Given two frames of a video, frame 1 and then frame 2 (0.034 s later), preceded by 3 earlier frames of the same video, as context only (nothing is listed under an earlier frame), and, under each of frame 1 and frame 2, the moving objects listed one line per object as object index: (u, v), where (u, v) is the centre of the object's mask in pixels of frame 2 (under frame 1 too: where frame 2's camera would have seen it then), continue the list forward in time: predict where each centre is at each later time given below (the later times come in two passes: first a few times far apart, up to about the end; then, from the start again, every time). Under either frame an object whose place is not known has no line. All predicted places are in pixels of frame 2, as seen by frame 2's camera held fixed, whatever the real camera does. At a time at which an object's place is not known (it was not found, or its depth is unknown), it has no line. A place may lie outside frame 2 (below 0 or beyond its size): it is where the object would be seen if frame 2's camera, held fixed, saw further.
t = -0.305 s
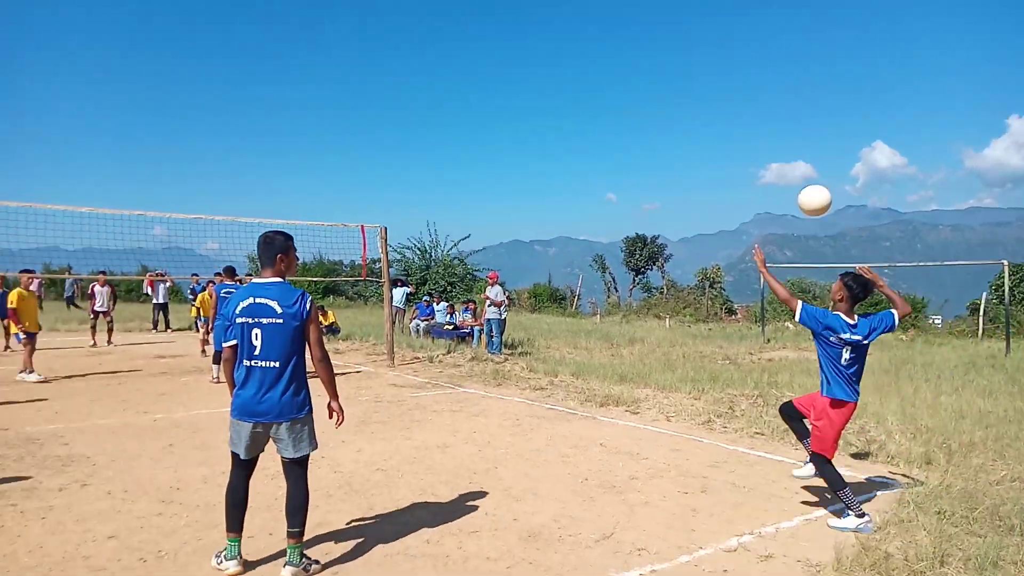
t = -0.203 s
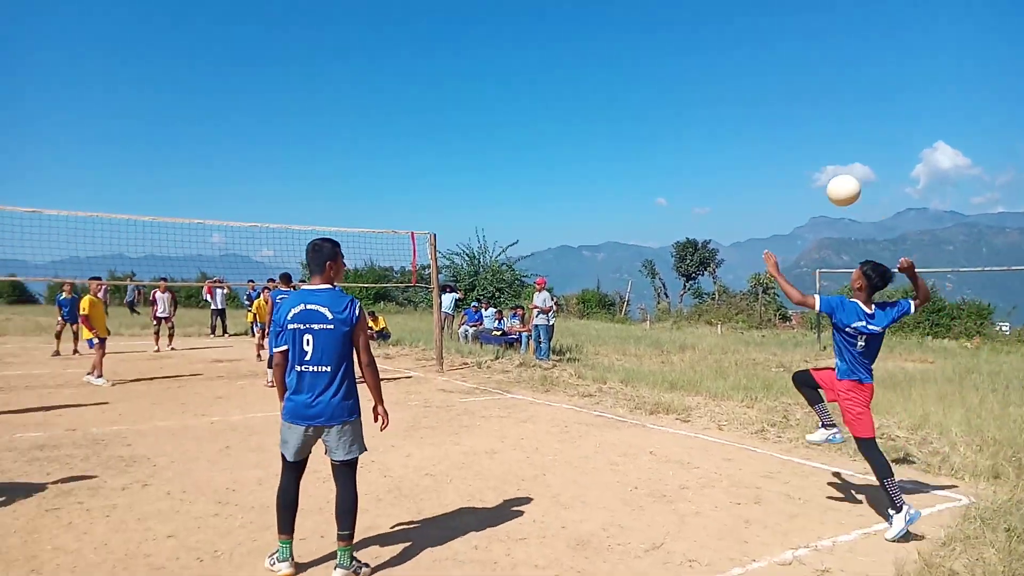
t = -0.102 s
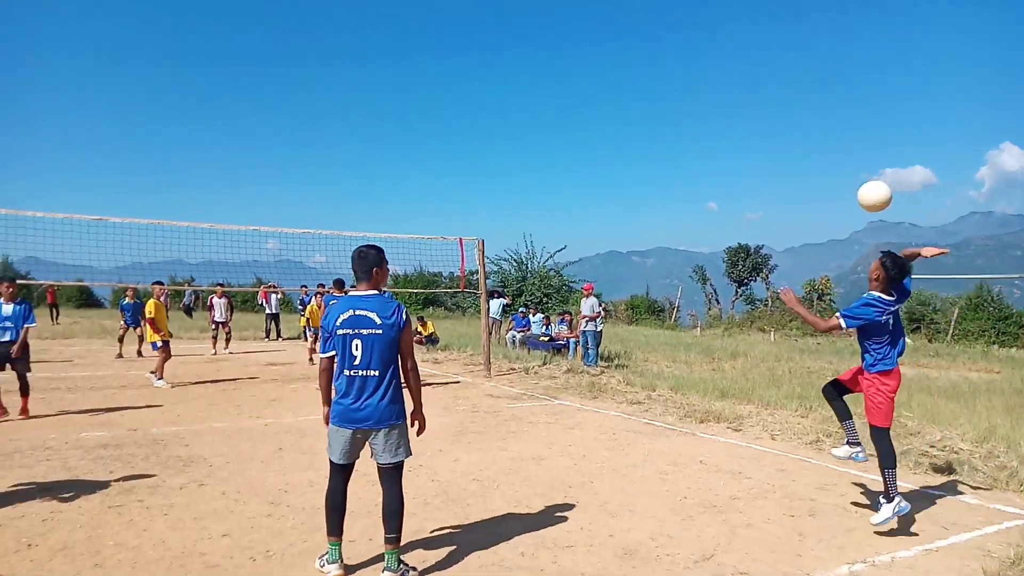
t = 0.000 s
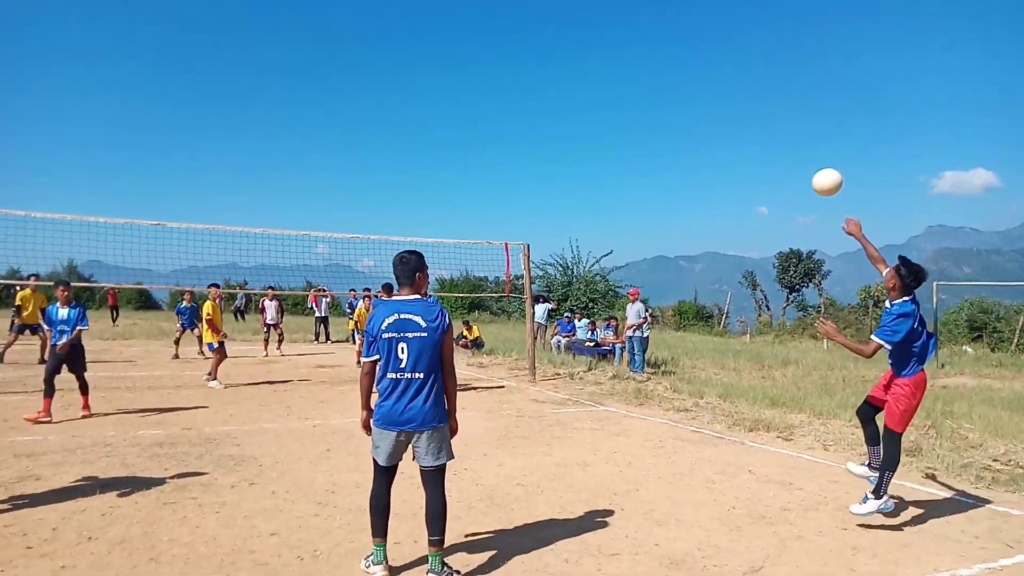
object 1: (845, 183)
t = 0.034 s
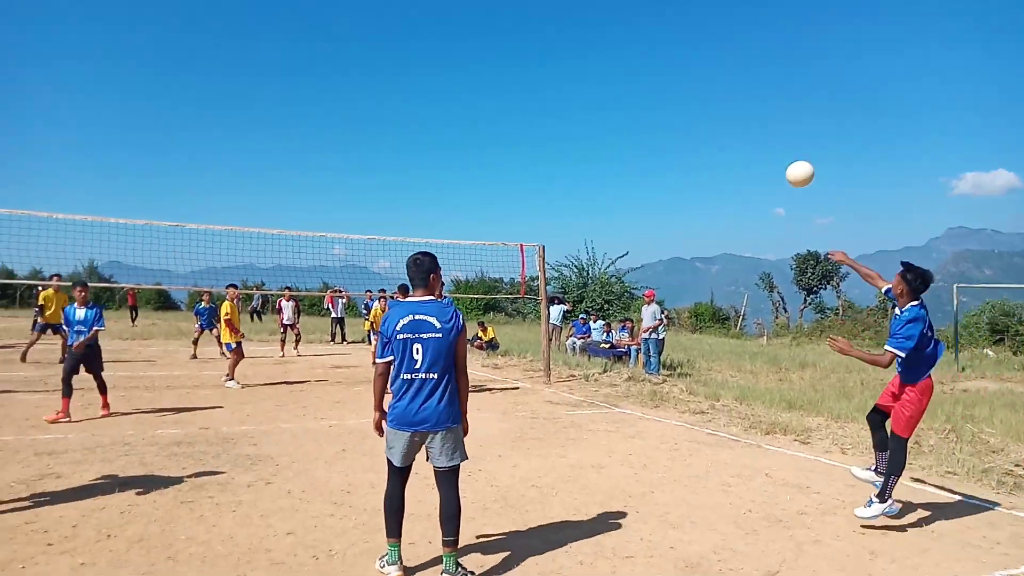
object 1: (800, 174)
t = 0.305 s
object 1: (607, 158)
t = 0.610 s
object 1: (526, 207)
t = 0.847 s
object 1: (491, 261)
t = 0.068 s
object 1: (762, 166)
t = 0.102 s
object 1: (729, 161)
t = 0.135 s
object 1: (701, 157)
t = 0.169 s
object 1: (676, 155)
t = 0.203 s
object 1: (655, 154)
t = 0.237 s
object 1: (638, 154)
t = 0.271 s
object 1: (622, 156)
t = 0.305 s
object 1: (607, 158)
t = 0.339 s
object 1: (595, 162)
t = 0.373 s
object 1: (583, 166)
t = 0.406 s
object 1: (573, 171)
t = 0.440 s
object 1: (563, 176)
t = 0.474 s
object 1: (555, 181)
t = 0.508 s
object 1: (547, 187)
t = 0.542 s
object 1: (539, 193)
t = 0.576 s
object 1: (532, 200)
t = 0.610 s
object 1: (526, 207)
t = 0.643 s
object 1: (520, 214)
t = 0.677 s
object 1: (515, 221)
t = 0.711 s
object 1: (509, 228)
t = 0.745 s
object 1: (505, 236)
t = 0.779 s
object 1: (500, 244)
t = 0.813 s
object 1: (495, 252)
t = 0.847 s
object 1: (491, 261)
